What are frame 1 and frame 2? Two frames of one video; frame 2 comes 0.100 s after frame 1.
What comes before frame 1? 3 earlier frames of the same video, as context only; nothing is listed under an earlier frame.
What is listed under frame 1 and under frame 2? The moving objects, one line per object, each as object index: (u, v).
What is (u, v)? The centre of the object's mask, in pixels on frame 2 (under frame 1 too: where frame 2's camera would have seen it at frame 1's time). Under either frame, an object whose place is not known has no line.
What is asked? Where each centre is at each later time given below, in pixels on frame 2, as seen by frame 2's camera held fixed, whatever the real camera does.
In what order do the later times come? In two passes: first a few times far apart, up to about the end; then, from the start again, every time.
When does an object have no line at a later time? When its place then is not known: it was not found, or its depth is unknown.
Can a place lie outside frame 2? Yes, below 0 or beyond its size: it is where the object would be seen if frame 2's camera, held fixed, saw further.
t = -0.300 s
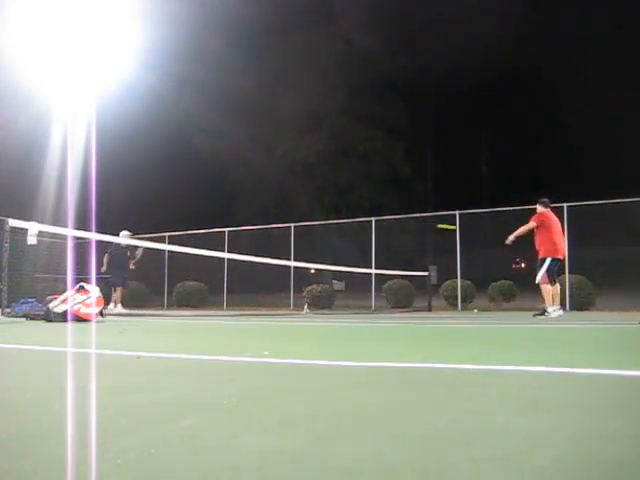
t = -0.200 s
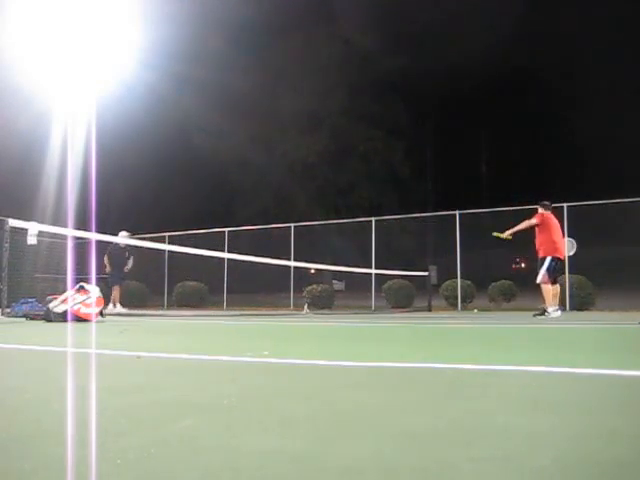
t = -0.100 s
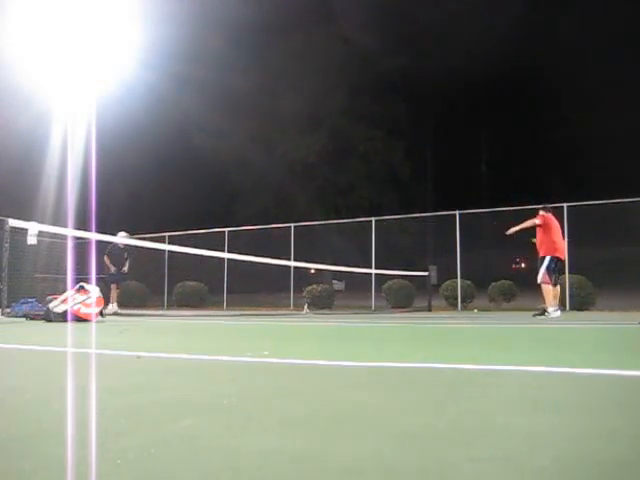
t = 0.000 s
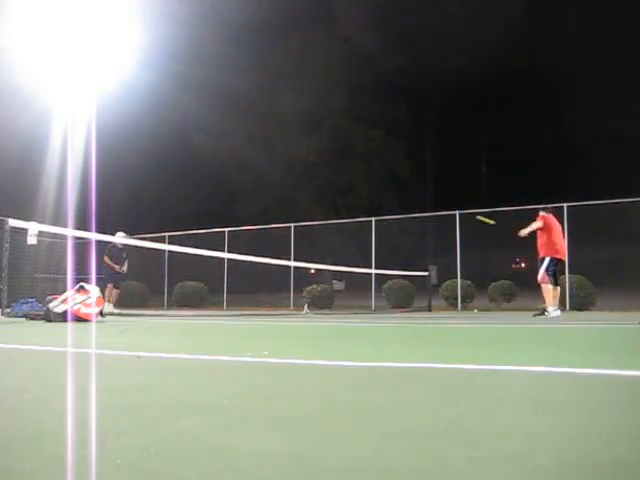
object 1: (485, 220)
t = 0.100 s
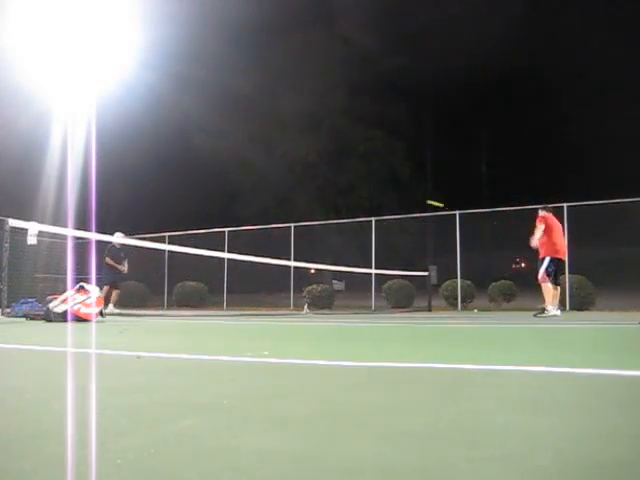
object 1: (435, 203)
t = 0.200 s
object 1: (390, 193)
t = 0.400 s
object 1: (312, 190)
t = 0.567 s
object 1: (258, 200)
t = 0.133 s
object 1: (419, 199)
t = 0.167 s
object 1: (404, 196)
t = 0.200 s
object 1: (390, 193)
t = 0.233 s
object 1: (375, 191)
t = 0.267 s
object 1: (362, 190)
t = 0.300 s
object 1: (349, 189)
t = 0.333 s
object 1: (336, 189)
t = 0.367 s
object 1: (324, 189)
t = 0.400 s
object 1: (312, 190)
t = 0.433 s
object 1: (301, 191)
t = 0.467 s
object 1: (289, 193)
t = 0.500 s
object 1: (279, 195)
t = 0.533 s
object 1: (268, 197)
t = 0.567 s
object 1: (258, 200)
